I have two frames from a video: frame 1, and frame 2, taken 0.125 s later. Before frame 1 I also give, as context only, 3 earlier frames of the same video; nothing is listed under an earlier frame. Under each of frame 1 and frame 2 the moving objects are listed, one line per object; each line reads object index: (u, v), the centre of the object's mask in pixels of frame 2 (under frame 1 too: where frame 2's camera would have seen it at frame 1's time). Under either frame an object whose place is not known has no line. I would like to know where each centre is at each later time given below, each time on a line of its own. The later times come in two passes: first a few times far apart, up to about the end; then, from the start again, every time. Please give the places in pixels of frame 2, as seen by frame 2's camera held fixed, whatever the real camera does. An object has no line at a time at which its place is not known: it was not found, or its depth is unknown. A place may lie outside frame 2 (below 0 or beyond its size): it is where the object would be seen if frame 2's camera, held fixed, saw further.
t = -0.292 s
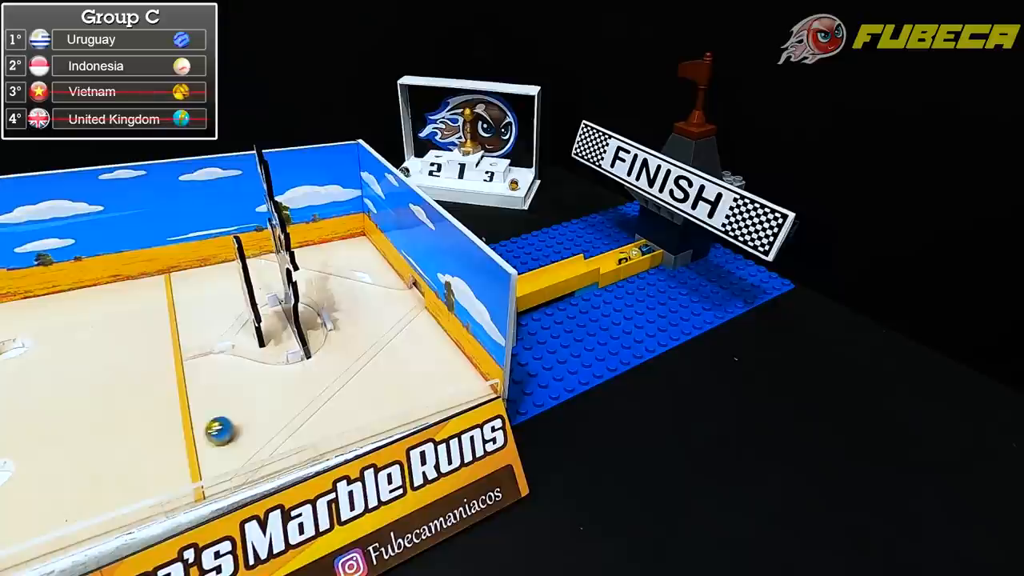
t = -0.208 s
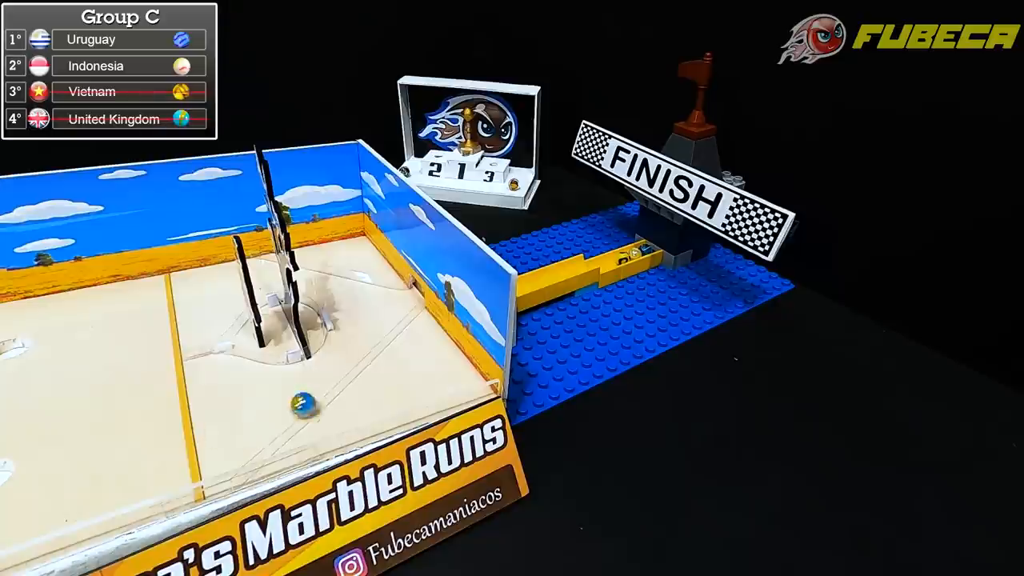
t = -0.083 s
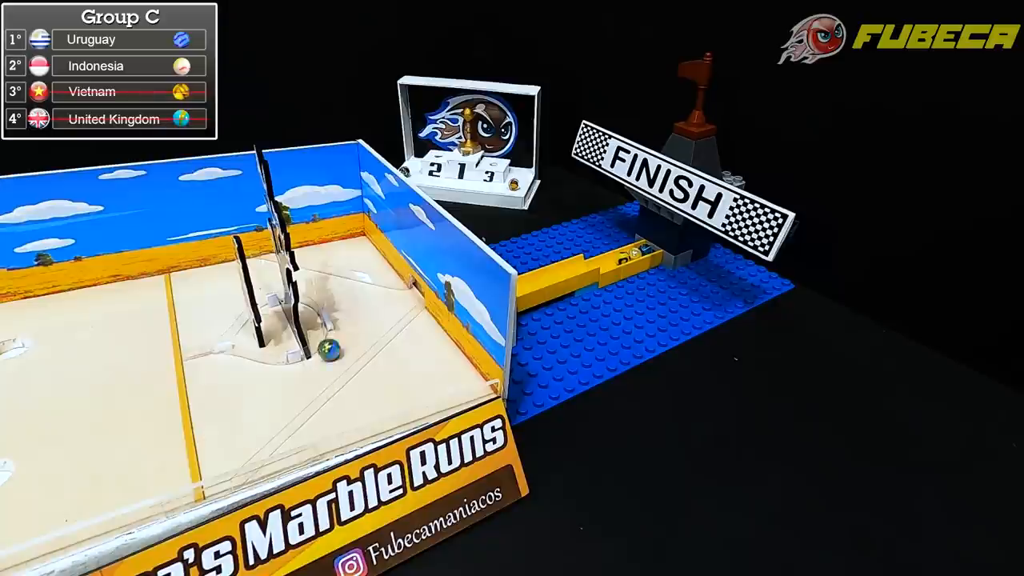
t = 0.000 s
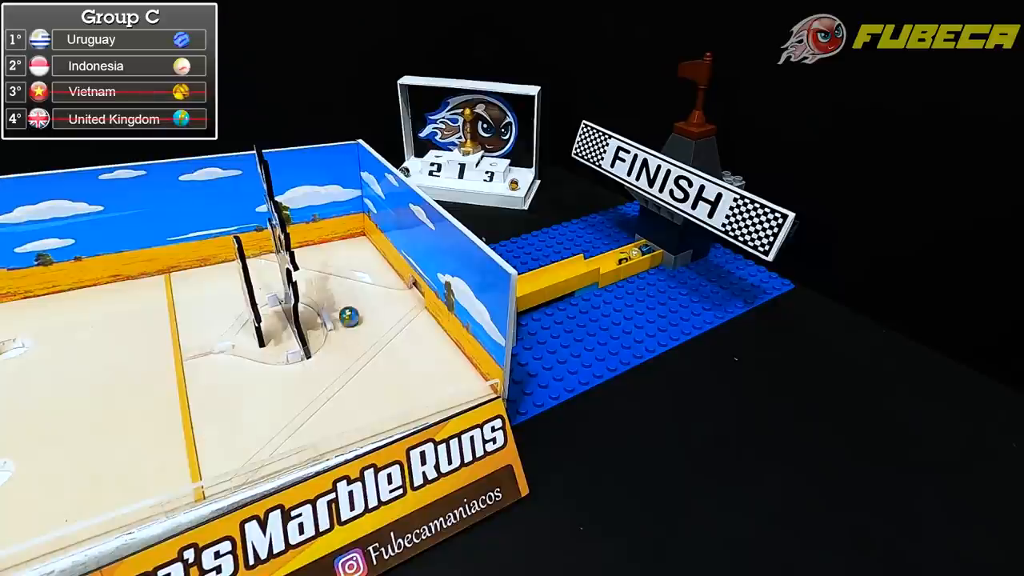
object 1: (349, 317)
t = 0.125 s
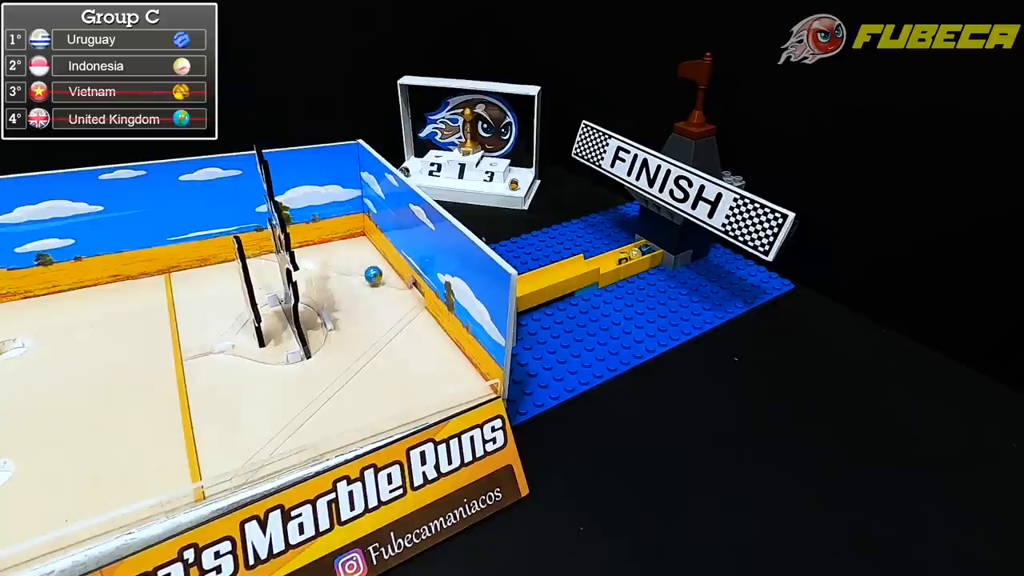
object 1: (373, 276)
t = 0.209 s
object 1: (348, 288)
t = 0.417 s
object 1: (325, 298)
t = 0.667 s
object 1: (338, 285)
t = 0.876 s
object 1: (355, 280)
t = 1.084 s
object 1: (363, 294)
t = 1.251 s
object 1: (385, 300)
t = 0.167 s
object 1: (362, 279)
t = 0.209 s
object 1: (348, 288)
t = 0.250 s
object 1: (342, 293)
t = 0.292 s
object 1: (333, 297)
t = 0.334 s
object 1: (328, 299)
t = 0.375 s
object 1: (326, 299)
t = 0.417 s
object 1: (325, 298)
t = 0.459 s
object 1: (325, 296)
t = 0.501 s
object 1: (326, 295)
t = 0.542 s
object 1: (328, 292)
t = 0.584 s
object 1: (330, 290)
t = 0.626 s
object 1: (334, 288)
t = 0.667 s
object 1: (338, 285)
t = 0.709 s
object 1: (344, 282)
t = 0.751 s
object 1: (349, 279)
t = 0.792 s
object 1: (356, 276)
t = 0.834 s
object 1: (357, 277)
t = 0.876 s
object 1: (355, 280)
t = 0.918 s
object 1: (355, 283)
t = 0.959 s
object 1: (356, 286)
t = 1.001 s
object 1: (357, 289)
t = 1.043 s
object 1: (360, 292)
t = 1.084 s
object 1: (363, 294)
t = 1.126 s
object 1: (368, 296)
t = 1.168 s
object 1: (372, 297)
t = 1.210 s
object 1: (380, 299)
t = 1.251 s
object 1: (385, 300)
